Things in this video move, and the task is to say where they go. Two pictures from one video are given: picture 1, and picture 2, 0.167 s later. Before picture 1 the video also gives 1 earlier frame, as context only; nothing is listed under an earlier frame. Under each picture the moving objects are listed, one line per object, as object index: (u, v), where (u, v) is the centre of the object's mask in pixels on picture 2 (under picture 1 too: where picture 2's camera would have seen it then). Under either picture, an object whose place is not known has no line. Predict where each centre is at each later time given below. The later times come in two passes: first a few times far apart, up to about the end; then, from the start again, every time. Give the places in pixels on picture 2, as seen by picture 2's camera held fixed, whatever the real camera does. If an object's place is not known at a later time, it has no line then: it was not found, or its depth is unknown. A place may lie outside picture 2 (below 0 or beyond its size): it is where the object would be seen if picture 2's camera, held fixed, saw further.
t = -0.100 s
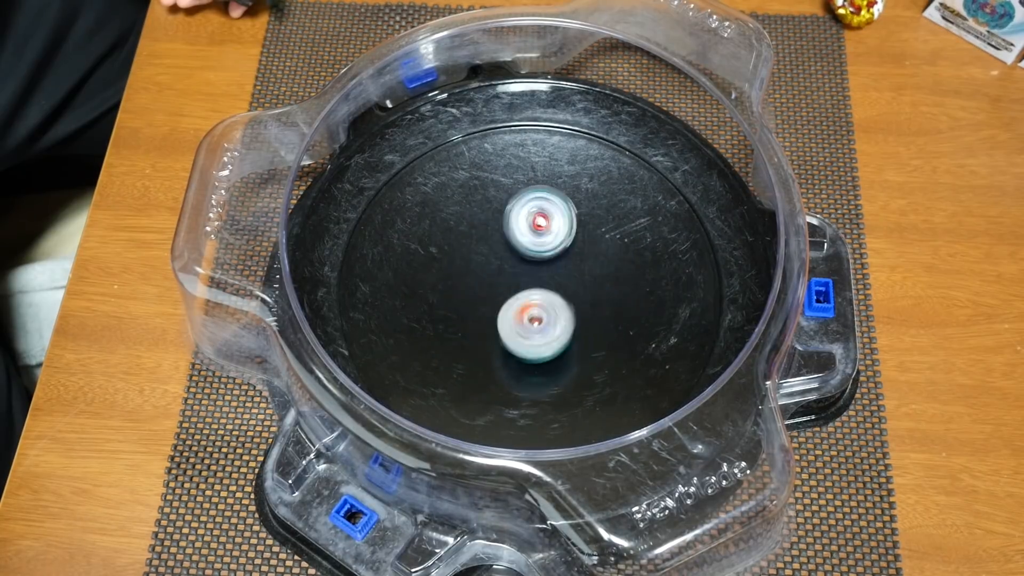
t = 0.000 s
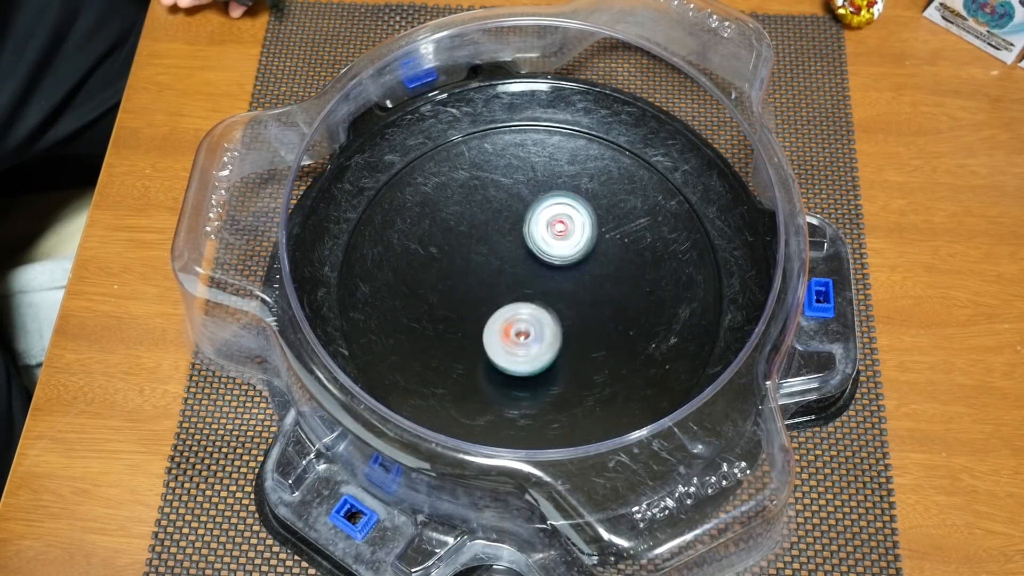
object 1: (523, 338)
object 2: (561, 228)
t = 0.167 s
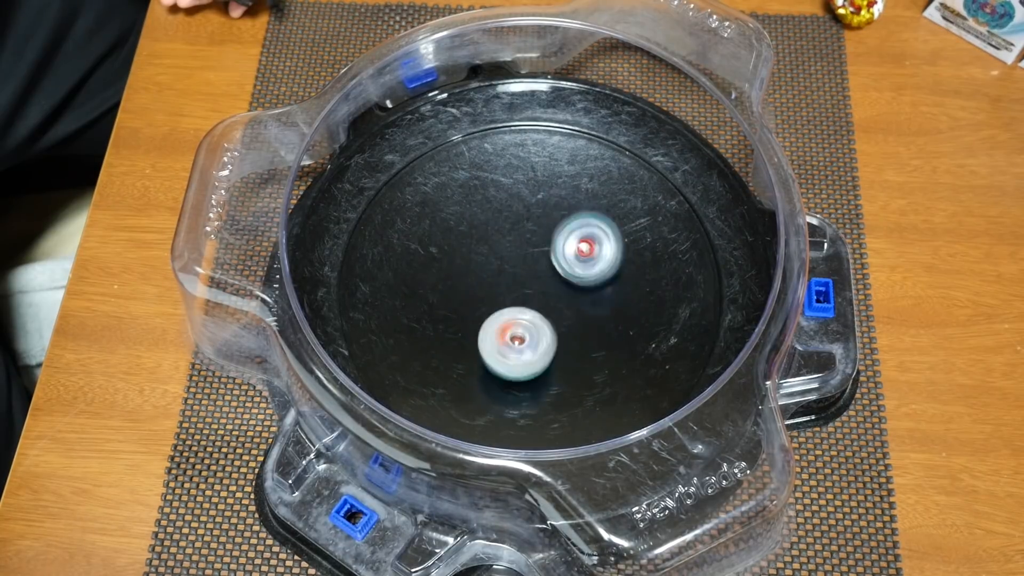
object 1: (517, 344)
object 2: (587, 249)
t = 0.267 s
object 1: (518, 328)
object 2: (593, 270)
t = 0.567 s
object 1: (476, 265)
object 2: (589, 331)
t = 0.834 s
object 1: (488, 218)
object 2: (517, 322)
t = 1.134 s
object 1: (546, 221)
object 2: (481, 259)
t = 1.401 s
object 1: (586, 266)
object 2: (505, 231)
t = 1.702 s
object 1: (552, 315)
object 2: (540, 247)
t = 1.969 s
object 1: (506, 311)
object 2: (548, 248)
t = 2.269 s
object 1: (508, 298)
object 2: (565, 246)
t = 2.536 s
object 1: (509, 307)
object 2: (562, 246)
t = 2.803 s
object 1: (496, 298)
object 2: (565, 249)
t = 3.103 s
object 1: (486, 285)
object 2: (570, 268)
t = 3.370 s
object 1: (484, 248)
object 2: (569, 309)
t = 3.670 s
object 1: (494, 248)
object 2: (545, 296)
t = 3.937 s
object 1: (521, 257)
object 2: (540, 314)
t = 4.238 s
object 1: (525, 258)
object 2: (513, 326)
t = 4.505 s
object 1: (525, 256)
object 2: (510, 319)
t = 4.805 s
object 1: (525, 256)
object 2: (510, 319)
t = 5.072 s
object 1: (524, 257)
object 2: (510, 319)
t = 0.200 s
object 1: (517, 340)
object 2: (590, 256)
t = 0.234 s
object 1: (517, 335)
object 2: (592, 263)
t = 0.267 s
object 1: (518, 328)
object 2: (593, 270)
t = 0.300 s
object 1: (517, 321)
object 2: (593, 276)
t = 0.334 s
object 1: (516, 314)
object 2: (591, 284)
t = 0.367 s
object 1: (514, 306)
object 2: (589, 292)
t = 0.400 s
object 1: (502, 297)
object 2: (596, 300)
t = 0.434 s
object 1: (493, 288)
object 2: (600, 308)
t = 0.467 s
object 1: (486, 281)
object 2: (600, 316)
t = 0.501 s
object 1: (482, 276)
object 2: (600, 322)
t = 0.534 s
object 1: (479, 270)
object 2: (596, 327)
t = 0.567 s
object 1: (476, 265)
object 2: (589, 331)
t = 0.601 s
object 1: (474, 257)
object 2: (584, 334)
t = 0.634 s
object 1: (473, 252)
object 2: (576, 335)
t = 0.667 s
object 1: (474, 245)
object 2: (567, 336)
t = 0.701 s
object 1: (474, 239)
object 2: (558, 336)
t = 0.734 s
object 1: (476, 233)
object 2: (548, 333)
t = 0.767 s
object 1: (479, 228)
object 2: (536, 331)
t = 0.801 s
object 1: (483, 223)
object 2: (526, 328)
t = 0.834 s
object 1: (488, 218)
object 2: (517, 322)
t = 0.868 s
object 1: (494, 216)
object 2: (507, 317)
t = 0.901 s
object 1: (500, 213)
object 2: (500, 311)
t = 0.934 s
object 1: (506, 211)
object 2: (493, 303)
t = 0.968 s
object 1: (513, 211)
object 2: (486, 296)
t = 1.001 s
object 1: (520, 211)
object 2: (482, 289)
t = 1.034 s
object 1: (526, 212)
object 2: (480, 281)
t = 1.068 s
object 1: (533, 214)
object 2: (477, 273)
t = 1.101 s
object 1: (540, 217)
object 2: (479, 266)
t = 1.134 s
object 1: (546, 221)
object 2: (481, 259)
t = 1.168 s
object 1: (552, 225)
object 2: (483, 253)
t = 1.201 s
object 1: (559, 231)
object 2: (485, 247)
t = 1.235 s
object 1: (570, 236)
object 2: (483, 241)
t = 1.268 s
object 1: (577, 243)
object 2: (484, 238)
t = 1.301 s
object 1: (581, 248)
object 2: (489, 234)
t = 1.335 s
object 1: (584, 255)
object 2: (492, 232)
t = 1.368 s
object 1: (585, 260)
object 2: (499, 232)
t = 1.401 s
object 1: (586, 266)
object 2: (505, 231)
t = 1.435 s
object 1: (585, 272)
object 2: (512, 234)
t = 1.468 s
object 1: (583, 279)
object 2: (520, 235)
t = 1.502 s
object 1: (584, 288)
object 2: (523, 232)
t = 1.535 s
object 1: (582, 297)
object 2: (526, 233)
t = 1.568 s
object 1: (580, 304)
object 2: (528, 232)
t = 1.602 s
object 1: (573, 310)
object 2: (531, 236)
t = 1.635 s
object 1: (567, 312)
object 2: (535, 238)
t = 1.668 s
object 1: (558, 314)
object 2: (536, 244)
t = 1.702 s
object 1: (552, 315)
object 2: (540, 247)
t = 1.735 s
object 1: (542, 318)
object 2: (543, 246)
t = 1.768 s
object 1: (532, 325)
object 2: (548, 242)
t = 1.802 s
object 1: (522, 327)
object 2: (550, 241)
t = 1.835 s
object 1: (514, 329)
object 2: (552, 243)
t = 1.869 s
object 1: (508, 327)
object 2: (549, 245)
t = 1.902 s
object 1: (506, 322)
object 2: (550, 245)
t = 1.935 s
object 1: (504, 317)
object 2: (548, 246)
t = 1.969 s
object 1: (506, 311)
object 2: (548, 248)
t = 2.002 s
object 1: (506, 307)
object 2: (548, 247)
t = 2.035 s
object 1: (502, 307)
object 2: (555, 245)
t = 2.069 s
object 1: (500, 305)
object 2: (562, 241)
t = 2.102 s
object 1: (501, 302)
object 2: (566, 243)
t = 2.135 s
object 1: (504, 299)
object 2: (564, 243)
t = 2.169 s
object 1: (508, 298)
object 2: (564, 245)
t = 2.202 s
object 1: (507, 299)
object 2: (567, 242)
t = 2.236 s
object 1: (507, 298)
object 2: (569, 246)
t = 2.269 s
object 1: (508, 298)
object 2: (565, 246)
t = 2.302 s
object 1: (511, 299)
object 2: (564, 246)
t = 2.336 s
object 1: (508, 304)
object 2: (568, 243)
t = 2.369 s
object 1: (506, 305)
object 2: (572, 245)
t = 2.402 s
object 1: (507, 307)
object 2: (568, 246)
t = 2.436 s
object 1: (508, 307)
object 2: (567, 246)
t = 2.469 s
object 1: (508, 306)
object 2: (563, 246)
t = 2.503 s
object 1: (509, 308)
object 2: (564, 245)
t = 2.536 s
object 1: (509, 307)
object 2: (562, 246)
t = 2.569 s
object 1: (509, 304)
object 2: (562, 245)
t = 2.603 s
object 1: (508, 304)
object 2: (559, 247)
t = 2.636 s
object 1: (509, 301)
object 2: (558, 246)
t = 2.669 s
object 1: (508, 298)
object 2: (559, 247)
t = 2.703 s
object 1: (505, 298)
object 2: (559, 246)
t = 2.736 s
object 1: (503, 298)
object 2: (561, 248)
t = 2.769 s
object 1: (499, 299)
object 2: (562, 247)
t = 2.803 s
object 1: (496, 298)
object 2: (565, 249)
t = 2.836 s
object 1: (494, 296)
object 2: (562, 251)
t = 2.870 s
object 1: (494, 293)
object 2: (561, 251)
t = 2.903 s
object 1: (494, 292)
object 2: (557, 250)
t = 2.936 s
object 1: (493, 291)
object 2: (561, 249)
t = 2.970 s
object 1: (492, 289)
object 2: (561, 254)
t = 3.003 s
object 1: (488, 287)
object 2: (566, 259)
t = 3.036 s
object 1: (485, 286)
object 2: (567, 262)
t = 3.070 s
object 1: (484, 286)
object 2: (569, 265)
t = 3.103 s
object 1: (486, 285)
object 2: (570, 268)
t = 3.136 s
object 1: (493, 285)
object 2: (570, 272)
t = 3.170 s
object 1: (497, 285)
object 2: (568, 275)
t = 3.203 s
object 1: (495, 277)
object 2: (571, 284)
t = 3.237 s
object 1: (494, 268)
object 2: (574, 295)
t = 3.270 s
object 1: (492, 259)
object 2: (575, 302)
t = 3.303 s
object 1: (489, 253)
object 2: (576, 305)
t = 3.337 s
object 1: (487, 249)
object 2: (574, 308)
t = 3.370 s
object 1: (484, 248)
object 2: (569, 309)
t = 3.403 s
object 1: (482, 248)
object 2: (568, 308)
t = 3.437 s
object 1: (481, 248)
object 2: (567, 306)
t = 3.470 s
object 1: (481, 249)
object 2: (562, 303)
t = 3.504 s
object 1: (482, 249)
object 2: (558, 301)
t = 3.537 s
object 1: (484, 248)
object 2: (556, 300)
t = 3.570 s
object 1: (487, 249)
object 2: (550, 294)
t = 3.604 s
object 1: (490, 249)
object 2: (548, 290)
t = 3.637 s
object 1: (492, 249)
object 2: (545, 290)
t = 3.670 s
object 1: (494, 248)
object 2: (545, 296)
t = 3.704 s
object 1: (496, 248)
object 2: (542, 300)
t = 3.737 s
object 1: (498, 248)
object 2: (541, 306)
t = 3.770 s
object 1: (501, 248)
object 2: (543, 307)
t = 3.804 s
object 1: (504, 248)
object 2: (543, 310)
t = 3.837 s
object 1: (507, 249)
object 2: (543, 312)
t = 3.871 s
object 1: (513, 251)
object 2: (543, 313)
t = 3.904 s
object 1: (518, 254)
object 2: (542, 313)
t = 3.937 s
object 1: (521, 257)
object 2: (540, 314)
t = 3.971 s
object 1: (523, 256)
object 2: (537, 319)
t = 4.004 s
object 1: (524, 257)
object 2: (534, 322)
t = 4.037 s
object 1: (524, 258)
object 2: (530, 322)
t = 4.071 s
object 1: (524, 258)
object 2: (527, 322)
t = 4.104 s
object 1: (524, 257)
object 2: (525, 323)
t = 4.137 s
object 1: (524, 256)
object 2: (523, 324)
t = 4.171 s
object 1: (525, 258)
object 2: (520, 326)
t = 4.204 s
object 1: (525, 258)
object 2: (517, 327)
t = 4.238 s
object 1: (525, 258)
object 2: (513, 326)
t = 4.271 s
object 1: (524, 257)
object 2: (511, 325)
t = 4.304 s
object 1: (524, 257)
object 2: (510, 322)
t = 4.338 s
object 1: (524, 257)
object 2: (510, 320)
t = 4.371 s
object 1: (525, 256)
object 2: (510, 319)
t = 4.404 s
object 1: (525, 256)
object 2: (510, 319)
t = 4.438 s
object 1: (525, 256)
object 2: (510, 319)
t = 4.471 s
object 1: (525, 256)
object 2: (510, 319)
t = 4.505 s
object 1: (525, 256)
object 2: (510, 319)
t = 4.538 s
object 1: (525, 256)
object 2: (510, 319)
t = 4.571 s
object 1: (525, 256)
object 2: (510, 319)
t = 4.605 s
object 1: (525, 256)
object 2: (510, 319)
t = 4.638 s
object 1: (525, 256)
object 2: (510, 319)
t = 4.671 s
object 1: (525, 256)
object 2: (510, 319)
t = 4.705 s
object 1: (525, 256)
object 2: (510, 319)
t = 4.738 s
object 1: (525, 256)
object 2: (510, 319)
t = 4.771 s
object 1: (525, 256)
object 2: (510, 319)
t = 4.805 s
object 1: (525, 256)
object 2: (510, 319)
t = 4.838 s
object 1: (525, 256)
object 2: (510, 319)
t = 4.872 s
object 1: (525, 256)
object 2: (510, 319)
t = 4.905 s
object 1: (525, 256)
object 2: (510, 319)
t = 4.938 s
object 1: (525, 257)
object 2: (510, 319)
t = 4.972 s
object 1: (524, 257)
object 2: (510, 319)
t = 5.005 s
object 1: (525, 256)
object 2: (510, 319)
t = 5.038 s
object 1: (524, 257)
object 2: (510, 319)
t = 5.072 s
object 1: (524, 257)
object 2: (510, 319)
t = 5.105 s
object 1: (525, 257)
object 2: (510, 319)
